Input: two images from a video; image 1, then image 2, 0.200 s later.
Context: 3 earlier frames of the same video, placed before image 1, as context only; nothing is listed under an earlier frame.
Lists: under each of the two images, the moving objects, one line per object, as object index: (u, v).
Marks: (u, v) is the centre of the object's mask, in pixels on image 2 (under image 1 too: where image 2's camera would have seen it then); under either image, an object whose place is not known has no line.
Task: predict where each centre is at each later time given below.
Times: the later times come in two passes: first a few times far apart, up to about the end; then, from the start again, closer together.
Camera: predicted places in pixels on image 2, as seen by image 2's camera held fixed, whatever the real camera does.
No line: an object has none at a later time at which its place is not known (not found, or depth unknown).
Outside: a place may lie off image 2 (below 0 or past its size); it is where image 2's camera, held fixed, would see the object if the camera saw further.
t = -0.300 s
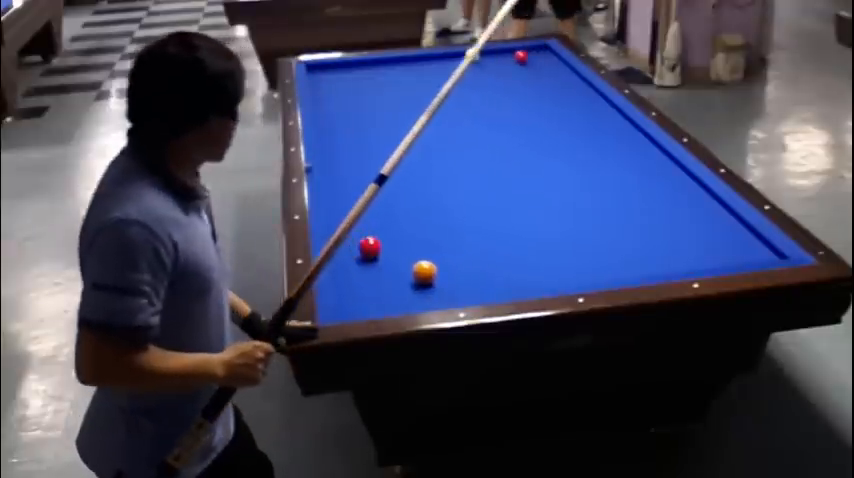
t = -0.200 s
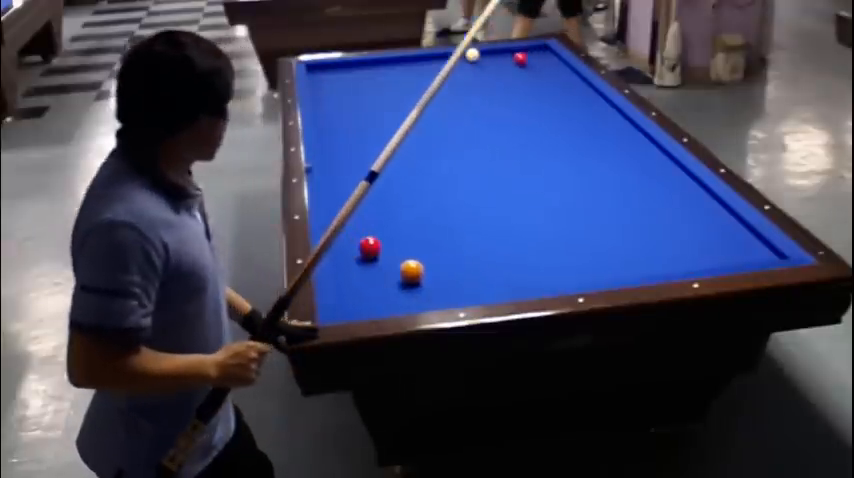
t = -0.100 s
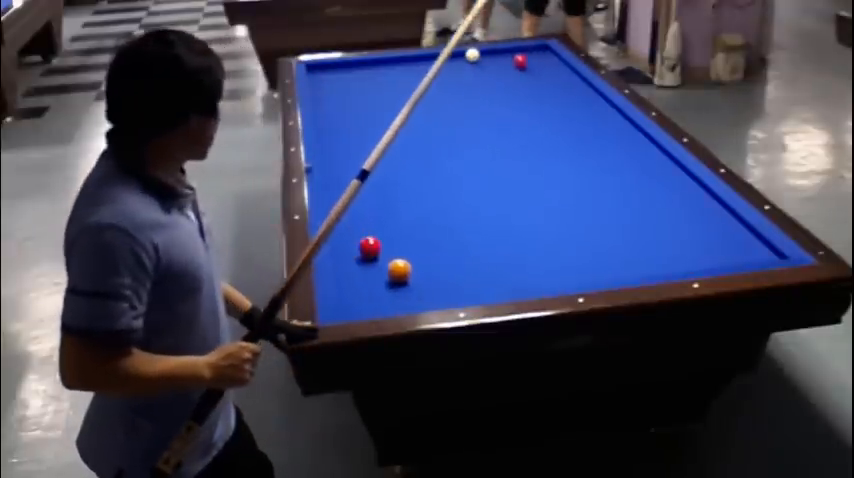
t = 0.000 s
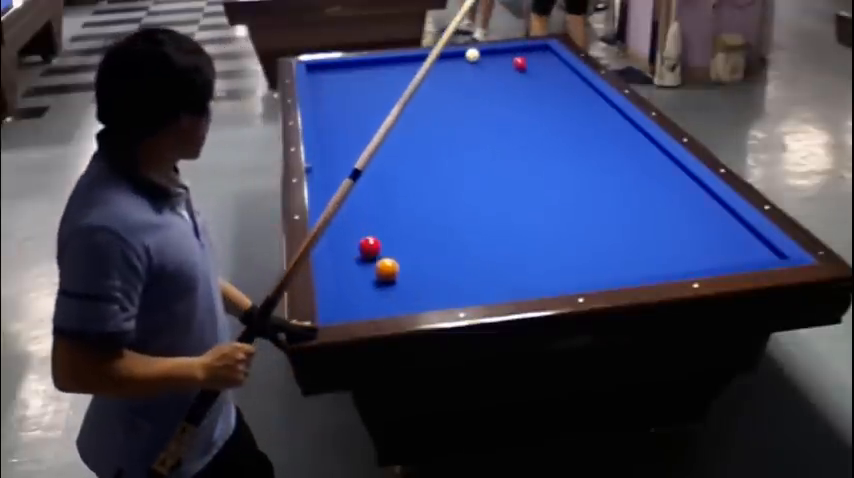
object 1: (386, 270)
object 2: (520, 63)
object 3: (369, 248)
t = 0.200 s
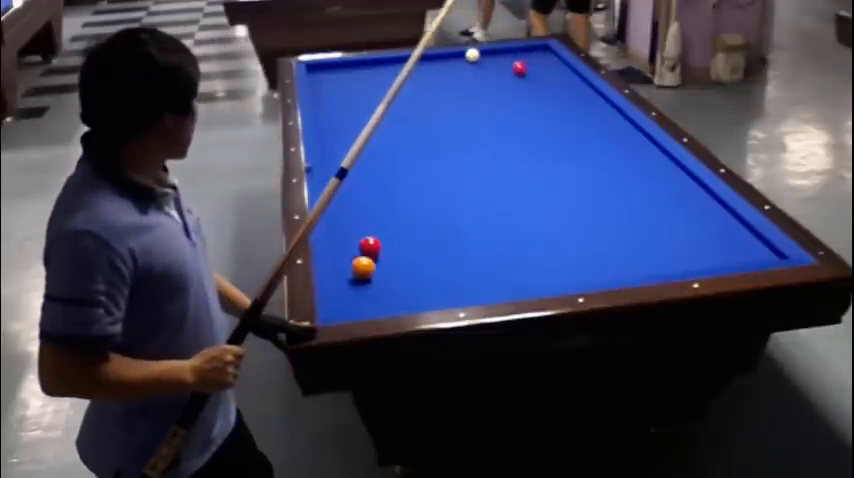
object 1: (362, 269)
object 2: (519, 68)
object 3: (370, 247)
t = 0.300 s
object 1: (351, 268)
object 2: (519, 71)
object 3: (369, 248)
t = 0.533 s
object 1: (354, 262)
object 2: (518, 76)
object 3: (370, 247)
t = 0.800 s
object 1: (368, 258)
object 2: (517, 82)
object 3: (372, 241)
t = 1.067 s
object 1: (379, 257)
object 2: (516, 89)
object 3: (374, 238)
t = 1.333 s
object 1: (388, 256)
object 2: (514, 96)
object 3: (377, 236)
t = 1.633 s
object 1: (398, 255)
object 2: (512, 104)
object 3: (379, 233)
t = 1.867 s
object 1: (405, 254)
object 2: (511, 110)
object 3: (380, 231)
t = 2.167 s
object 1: (412, 254)
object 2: (509, 118)
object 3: (382, 228)
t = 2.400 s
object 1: (417, 253)
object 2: (507, 123)
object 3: (384, 227)
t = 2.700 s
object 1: (422, 252)
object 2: (505, 131)
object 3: (385, 226)
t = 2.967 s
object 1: (426, 252)
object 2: (503, 138)
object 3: (385, 225)
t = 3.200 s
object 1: (428, 252)
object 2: (502, 144)
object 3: (386, 225)
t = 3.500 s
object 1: (429, 252)
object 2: (500, 152)
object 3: (385, 225)
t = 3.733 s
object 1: (429, 252)
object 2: (498, 158)
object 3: (385, 225)
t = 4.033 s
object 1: (429, 252)
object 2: (496, 166)
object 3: (385, 225)
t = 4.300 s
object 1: (428, 252)
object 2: (495, 173)
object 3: (385, 225)
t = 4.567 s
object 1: (428, 252)
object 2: (494, 180)
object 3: (385, 225)
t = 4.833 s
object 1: (428, 252)
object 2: (493, 187)
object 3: (385, 225)
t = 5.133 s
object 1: (428, 252)
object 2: (492, 194)
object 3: (385, 225)
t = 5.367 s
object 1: (428, 252)
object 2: (491, 200)
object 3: (385, 226)
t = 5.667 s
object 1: (428, 252)
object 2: (490, 207)
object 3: (385, 225)
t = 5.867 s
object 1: (428, 252)
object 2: (489, 212)
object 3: (385, 225)
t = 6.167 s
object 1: (428, 252)
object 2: (488, 219)
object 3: (385, 225)
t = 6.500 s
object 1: (428, 252)
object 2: (487, 226)
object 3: (385, 225)
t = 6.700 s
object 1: (428, 252)
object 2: (486, 230)
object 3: (385, 225)
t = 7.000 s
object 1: (428, 252)
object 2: (485, 237)
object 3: (385, 225)
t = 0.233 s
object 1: (358, 269)
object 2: (519, 69)
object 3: (370, 248)
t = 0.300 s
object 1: (351, 268)
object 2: (519, 71)
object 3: (369, 248)
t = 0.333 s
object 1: (347, 268)
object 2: (519, 71)
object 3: (369, 249)
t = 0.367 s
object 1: (344, 267)
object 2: (519, 72)
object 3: (369, 248)
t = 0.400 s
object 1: (345, 266)
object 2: (519, 73)
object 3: (369, 248)
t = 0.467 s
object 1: (350, 265)
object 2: (518, 74)
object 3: (370, 248)
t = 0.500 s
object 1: (352, 263)
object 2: (518, 75)
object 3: (370, 247)
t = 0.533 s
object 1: (354, 262)
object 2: (518, 76)
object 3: (370, 247)
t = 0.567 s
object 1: (356, 261)
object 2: (518, 77)
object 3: (371, 247)
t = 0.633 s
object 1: (360, 260)
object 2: (518, 79)
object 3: (372, 245)
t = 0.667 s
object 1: (362, 259)
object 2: (518, 79)
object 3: (372, 245)
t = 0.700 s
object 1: (363, 258)
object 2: (517, 80)
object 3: (372, 244)
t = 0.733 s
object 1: (365, 258)
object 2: (517, 81)
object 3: (373, 243)
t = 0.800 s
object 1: (368, 258)
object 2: (517, 82)
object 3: (372, 241)
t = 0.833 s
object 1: (369, 258)
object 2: (517, 83)
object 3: (373, 241)
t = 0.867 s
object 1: (371, 258)
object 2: (516, 84)
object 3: (373, 240)
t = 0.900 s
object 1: (372, 258)
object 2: (516, 86)
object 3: (372, 239)
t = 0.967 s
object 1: (375, 257)
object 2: (516, 87)
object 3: (372, 239)
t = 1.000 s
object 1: (376, 257)
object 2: (516, 87)
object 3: (373, 238)
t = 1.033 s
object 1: (377, 257)
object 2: (516, 89)
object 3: (374, 238)
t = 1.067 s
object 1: (379, 257)
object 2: (516, 89)
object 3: (374, 238)
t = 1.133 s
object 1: (381, 257)
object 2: (515, 91)
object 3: (374, 238)
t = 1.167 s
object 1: (382, 257)
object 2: (515, 92)
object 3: (375, 238)
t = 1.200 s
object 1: (384, 256)
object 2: (515, 92)
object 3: (375, 237)
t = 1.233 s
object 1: (385, 256)
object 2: (515, 93)
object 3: (376, 237)
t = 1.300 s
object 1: (387, 256)
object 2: (514, 95)
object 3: (376, 236)
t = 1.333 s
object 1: (388, 256)
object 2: (514, 96)
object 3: (377, 236)
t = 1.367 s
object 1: (390, 256)
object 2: (514, 97)
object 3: (377, 236)
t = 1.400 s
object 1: (391, 256)
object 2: (514, 98)
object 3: (377, 236)
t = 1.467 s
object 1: (393, 255)
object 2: (513, 99)
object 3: (378, 235)
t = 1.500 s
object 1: (394, 255)
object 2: (513, 100)
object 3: (378, 235)
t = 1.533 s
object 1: (395, 255)
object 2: (513, 101)
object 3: (379, 234)
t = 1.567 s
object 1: (396, 255)
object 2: (513, 102)
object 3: (379, 234)
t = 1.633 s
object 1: (398, 255)
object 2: (512, 104)
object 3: (379, 233)
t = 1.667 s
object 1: (399, 255)
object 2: (512, 104)
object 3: (379, 233)
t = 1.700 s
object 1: (400, 255)
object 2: (512, 105)
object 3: (380, 233)
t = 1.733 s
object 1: (401, 255)
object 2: (512, 106)
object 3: (380, 232)
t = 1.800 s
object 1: (403, 254)
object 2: (511, 108)
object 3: (380, 232)
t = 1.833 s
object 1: (404, 254)
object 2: (511, 109)
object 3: (380, 231)
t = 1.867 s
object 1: (405, 254)
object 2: (511, 110)
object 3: (380, 231)
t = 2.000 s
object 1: (408, 254)
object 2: (510, 113)
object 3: (381, 230)
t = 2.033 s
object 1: (409, 254)
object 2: (510, 114)
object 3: (381, 229)
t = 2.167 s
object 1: (412, 254)
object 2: (509, 118)
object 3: (382, 228)
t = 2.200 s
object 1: (413, 254)
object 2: (509, 118)
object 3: (382, 228)
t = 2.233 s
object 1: (414, 254)
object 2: (508, 119)
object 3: (383, 228)
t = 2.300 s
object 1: (415, 253)
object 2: (508, 121)
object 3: (383, 227)
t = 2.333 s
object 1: (416, 253)
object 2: (508, 122)
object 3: (383, 227)
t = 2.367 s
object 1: (416, 253)
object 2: (507, 122)
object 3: (383, 227)
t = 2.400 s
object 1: (417, 253)
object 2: (507, 123)
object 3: (384, 227)
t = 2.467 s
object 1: (418, 252)
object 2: (507, 125)
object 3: (384, 227)
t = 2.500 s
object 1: (419, 252)
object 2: (506, 126)
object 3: (384, 227)
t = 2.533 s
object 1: (419, 252)
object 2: (506, 127)
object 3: (384, 226)
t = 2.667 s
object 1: (421, 252)
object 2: (505, 130)
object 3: (385, 226)
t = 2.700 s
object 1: (422, 252)
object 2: (505, 131)
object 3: (385, 226)
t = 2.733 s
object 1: (423, 252)
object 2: (505, 132)
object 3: (385, 226)
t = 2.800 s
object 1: (423, 252)
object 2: (504, 134)
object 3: (385, 225)
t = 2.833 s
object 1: (424, 252)
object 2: (504, 134)
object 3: (385, 225)
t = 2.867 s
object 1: (425, 252)
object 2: (504, 135)
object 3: (385, 225)
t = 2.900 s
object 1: (425, 252)
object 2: (504, 136)
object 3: (385, 225)
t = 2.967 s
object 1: (426, 252)
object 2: (503, 138)
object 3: (385, 225)
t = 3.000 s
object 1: (426, 252)
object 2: (503, 139)
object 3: (385, 225)
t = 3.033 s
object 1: (426, 252)
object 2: (503, 140)
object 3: (386, 225)
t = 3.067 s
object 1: (427, 252)
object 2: (503, 141)
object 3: (386, 225)
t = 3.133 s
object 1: (427, 252)
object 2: (502, 142)
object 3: (386, 225)
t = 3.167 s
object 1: (428, 252)
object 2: (502, 143)
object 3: (386, 225)
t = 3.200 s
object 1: (428, 252)
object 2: (502, 144)
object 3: (386, 225)
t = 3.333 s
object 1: (429, 252)
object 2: (501, 148)
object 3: (386, 225)
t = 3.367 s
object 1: (429, 252)
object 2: (501, 148)
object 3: (385, 225)
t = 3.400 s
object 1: (429, 252)
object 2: (500, 149)
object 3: (385, 225)
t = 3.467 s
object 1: (429, 252)
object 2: (500, 151)
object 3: (386, 225)
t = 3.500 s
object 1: (429, 252)
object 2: (500, 152)
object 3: (385, 225)
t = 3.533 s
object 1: (429, 252)
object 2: (499, 153)
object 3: (385, 225)
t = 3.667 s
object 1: (429, 252)
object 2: (499, 156)
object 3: (385, 225)
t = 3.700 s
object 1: (429, 252)
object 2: (498, 157)
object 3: (385, 225)
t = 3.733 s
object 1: (429, 252)
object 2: (498, 158)
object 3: (385, 225)
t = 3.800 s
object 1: (429, 252)
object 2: (498, 160)
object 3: (385, 225)
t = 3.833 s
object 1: (429, 252)
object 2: (498, 160)
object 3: (385, 225)
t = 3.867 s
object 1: (429, 252)
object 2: (497, 162)
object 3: (385, 225)
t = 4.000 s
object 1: (429, 252)
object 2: (496, 165)
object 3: (385, 225)
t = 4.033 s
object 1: (429, 252)
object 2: (496, 166)
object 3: (385, 225)
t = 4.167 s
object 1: (429, 252)
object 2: (496, 169)
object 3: (385, 225)
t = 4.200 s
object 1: (429, 252)
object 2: (496, 170)
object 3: (385, 225)
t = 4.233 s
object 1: (429, 252)
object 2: (496, 171)
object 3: (385, 225)
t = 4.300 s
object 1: (428, 252)
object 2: (495, 173)
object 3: (385, 225)
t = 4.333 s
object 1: (428, 252)
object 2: (495, 174)
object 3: (385, 225)
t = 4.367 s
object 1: (428, 252)
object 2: (495, 175)
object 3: (385, 225)
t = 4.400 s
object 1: (428, 252)
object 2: (495, 176)
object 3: (385, 225)
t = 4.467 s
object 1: (428, 252)
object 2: (494, 177)
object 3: (385, 225)
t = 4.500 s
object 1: (428, 252)
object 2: (494, 178)
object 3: (385, 225)
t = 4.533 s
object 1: (428, 252)
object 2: (494, 179)
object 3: (385, 225)
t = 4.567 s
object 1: (428, 252)
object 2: (494, 180)
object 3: (385, 225)
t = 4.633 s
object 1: (428, 252)
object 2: (494, 181)
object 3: (385, 226)
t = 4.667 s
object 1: (428, 252)
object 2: (494, 182)
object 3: (385, 226)
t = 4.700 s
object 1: (428, 252)
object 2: (493, 183)
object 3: (385, 226)
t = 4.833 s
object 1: (428, 252)
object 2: (493, 187)
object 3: (385, 225)
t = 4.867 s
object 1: (428, 252)
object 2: (493, 188)
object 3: (385, 225)
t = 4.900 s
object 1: (428, 252)
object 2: (492, 189)
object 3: (385, 225)
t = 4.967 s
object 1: (428, 252)
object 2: (492, 190)
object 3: (385, 225)
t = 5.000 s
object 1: (428, 252)
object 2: (492, 191)
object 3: (385, 225)
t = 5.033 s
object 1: (428, 252)
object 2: (492, 192)
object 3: (385, 225)
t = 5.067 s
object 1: (428, 252)
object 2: (492, 193)
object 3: (385, 225)
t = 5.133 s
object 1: (428, 252)
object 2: (492, 194)
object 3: (385, 225)
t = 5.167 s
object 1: (428, 252)
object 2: (491, 195)
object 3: (385, 225)
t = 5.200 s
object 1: (428, 252)
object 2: (491, 196)
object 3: (385, 225)
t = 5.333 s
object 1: (428, 252)
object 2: (491, 199)
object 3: (385, 226)
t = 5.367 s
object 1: (428, 252)
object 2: (491, 200)
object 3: (385, 226)
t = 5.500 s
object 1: (428, 252)
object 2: (490, 203)
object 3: (385, 226)
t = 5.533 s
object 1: (428, 252)
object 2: (490, 204)
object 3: (385, 226)
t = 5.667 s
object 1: (428, 252)
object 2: (490, 207)
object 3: (385, 225)
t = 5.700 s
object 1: (428, 252)
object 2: (489, 208)
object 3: (385, 225)
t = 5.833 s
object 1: (428, 252)
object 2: (489, 211)
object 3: (385, 225)
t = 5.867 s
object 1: (428, 252)
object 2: (489, 212)
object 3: (385, 225)
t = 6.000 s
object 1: (428, 252)
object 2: (488, 215)
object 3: (385, 225)
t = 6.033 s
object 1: (428, 252)
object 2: (488, 216)
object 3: (385, 225)
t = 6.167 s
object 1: (428, 252)
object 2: (488, 219)
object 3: (385, 225)
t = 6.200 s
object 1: (428, 252)
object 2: (488, 220)
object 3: (385, 225)
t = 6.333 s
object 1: (428, 252)
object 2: (487, 223)
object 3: (385, 225)
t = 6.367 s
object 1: (428, 252)
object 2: (487, 223)
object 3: (385, 225)
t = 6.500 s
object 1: (428, 252)
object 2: (487, 226)
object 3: (385, 225)
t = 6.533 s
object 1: (428, 252)
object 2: (486, 227)
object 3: (385, 225)
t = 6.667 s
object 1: (428, 252)
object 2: (486, 230)
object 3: (385, 225)
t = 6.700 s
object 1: (428, 252)
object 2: (486, 230)
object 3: (385, 225)
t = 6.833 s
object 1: (428, 252)
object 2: (485, 233)
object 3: (385, 225)
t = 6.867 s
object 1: (428, 252)
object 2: (485, 234)
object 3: (385, 225)
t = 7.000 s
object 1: (428, 252)
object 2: (485, 237)
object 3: (385, 225)
